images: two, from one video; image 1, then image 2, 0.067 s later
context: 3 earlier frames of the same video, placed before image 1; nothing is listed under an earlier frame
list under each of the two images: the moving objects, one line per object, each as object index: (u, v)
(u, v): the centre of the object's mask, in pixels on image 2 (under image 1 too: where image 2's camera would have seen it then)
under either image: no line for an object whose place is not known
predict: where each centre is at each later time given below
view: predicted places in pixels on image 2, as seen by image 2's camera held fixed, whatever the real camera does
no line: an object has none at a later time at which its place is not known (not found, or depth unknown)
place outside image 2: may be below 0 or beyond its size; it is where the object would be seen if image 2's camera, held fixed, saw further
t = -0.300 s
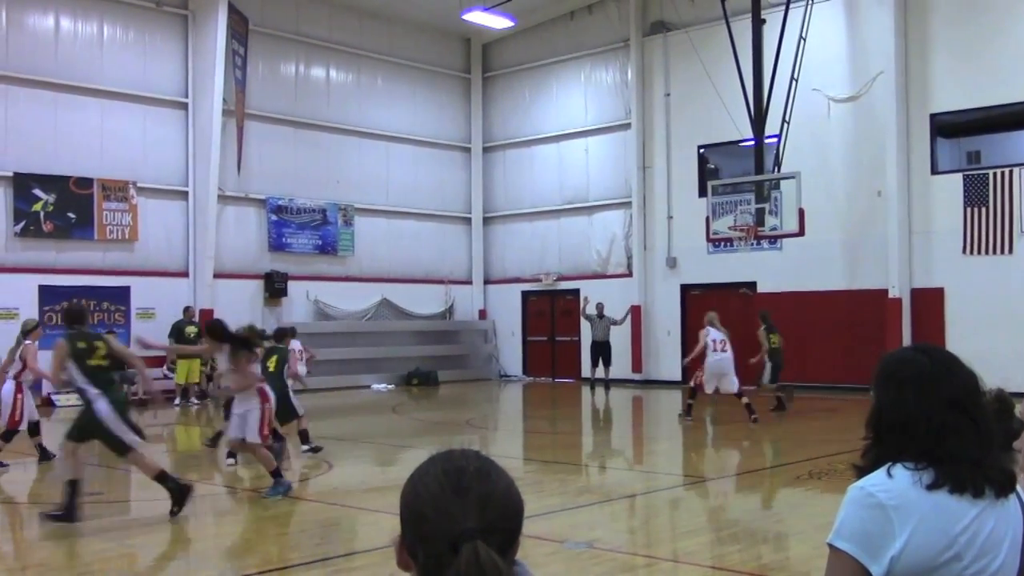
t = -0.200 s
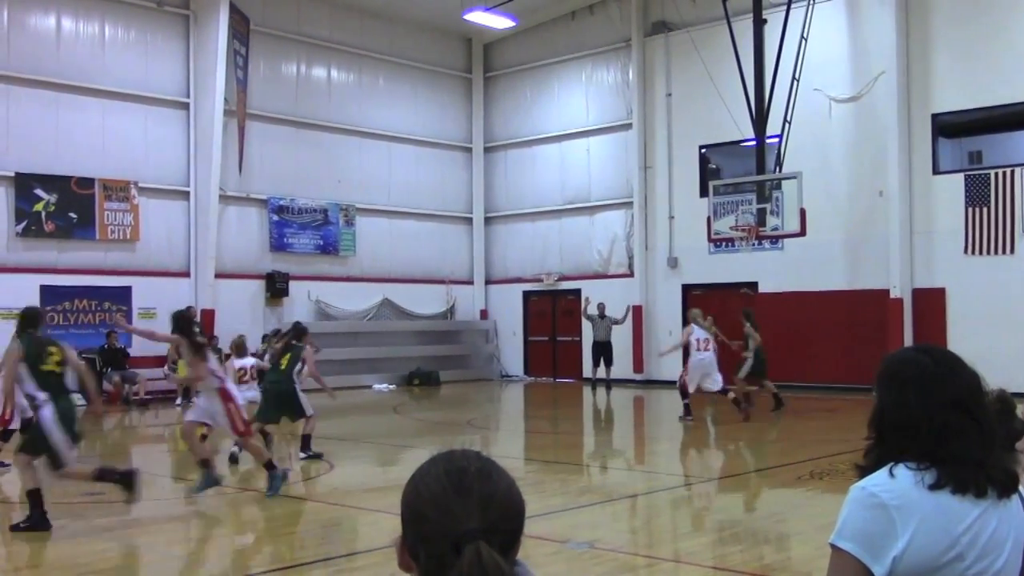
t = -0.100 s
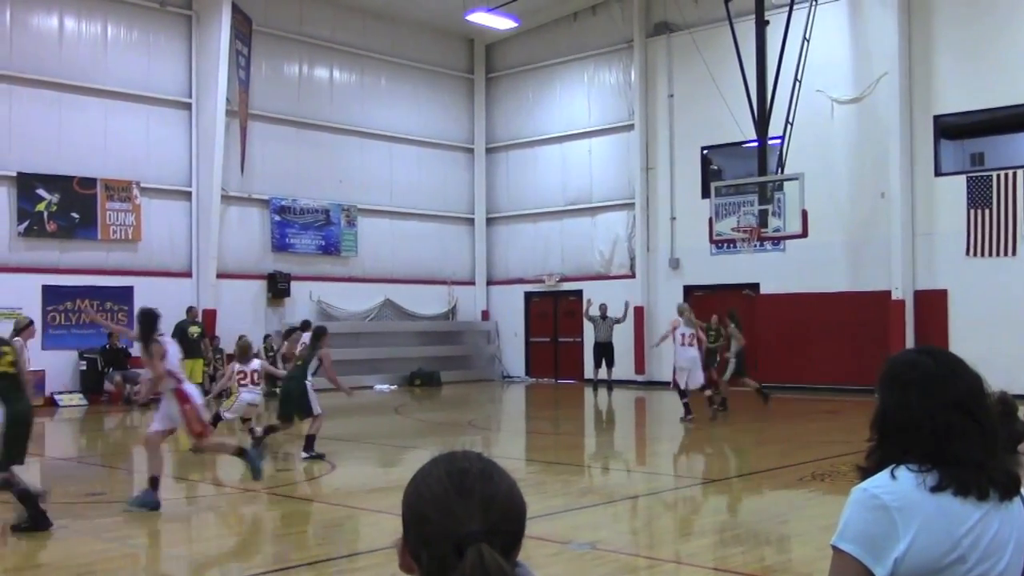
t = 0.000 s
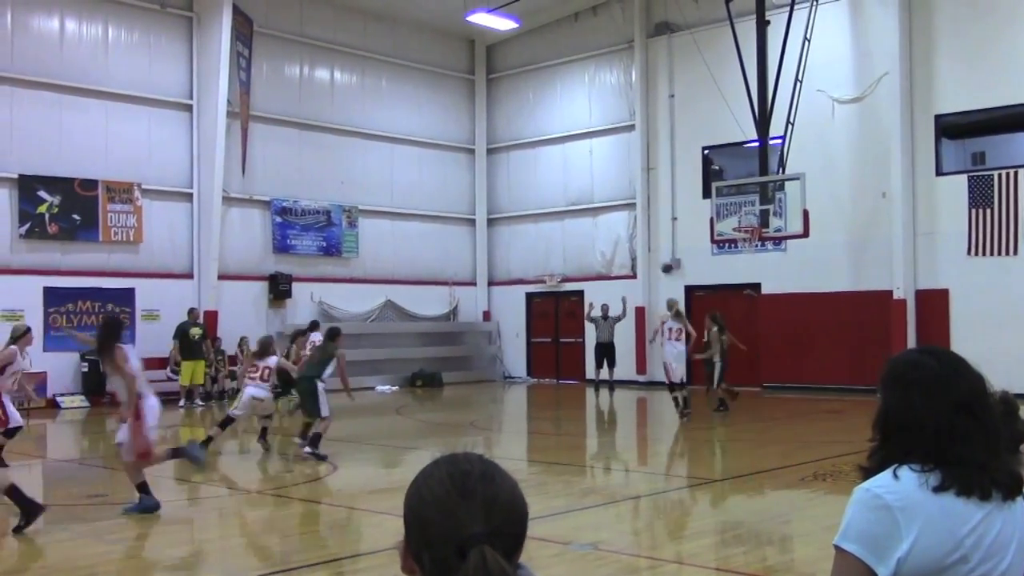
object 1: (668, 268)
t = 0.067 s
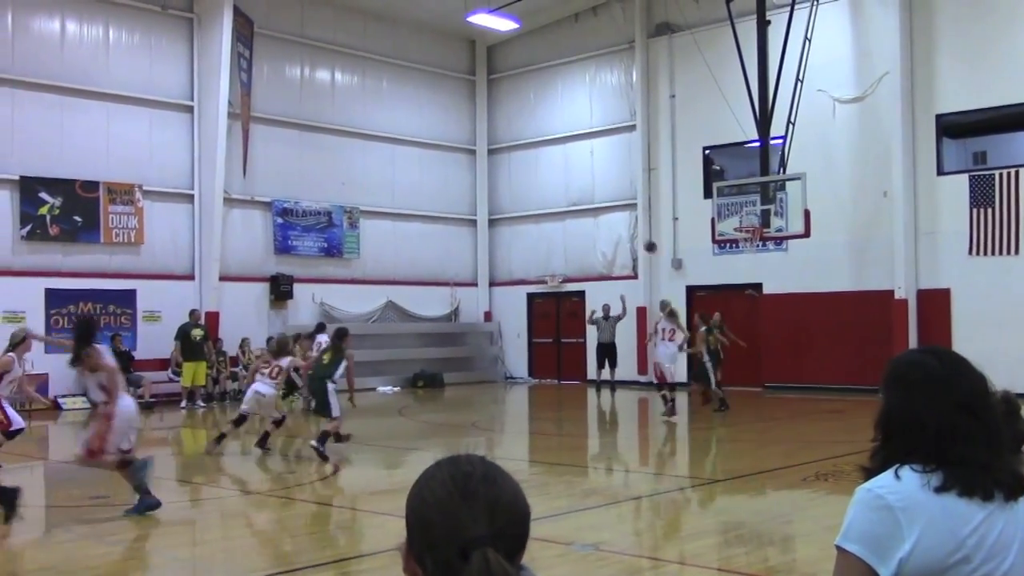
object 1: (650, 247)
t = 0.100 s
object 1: (641, 235)
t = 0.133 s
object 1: (632, 225)
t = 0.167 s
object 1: (622, 215)
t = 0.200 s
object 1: (613, 205)
